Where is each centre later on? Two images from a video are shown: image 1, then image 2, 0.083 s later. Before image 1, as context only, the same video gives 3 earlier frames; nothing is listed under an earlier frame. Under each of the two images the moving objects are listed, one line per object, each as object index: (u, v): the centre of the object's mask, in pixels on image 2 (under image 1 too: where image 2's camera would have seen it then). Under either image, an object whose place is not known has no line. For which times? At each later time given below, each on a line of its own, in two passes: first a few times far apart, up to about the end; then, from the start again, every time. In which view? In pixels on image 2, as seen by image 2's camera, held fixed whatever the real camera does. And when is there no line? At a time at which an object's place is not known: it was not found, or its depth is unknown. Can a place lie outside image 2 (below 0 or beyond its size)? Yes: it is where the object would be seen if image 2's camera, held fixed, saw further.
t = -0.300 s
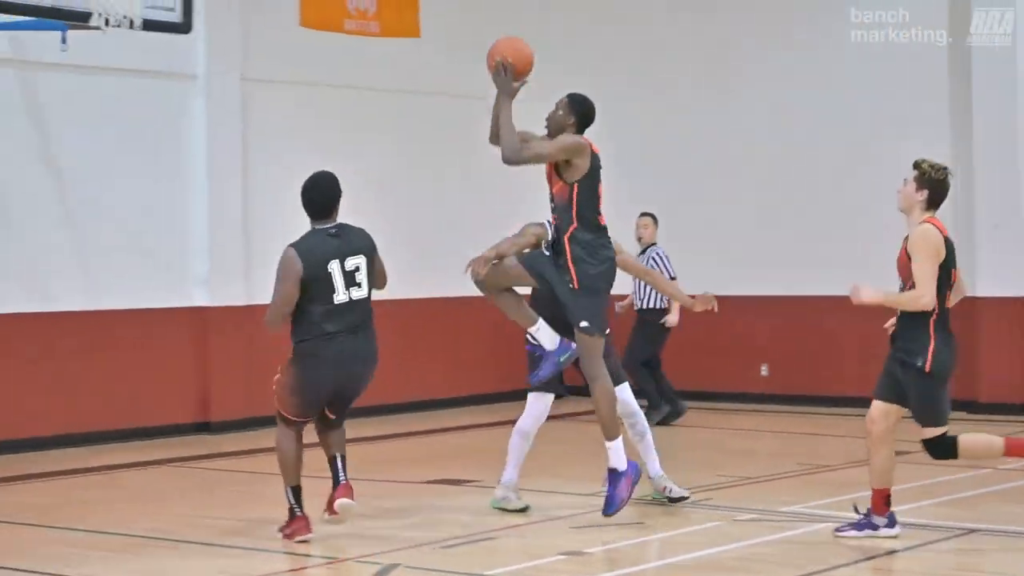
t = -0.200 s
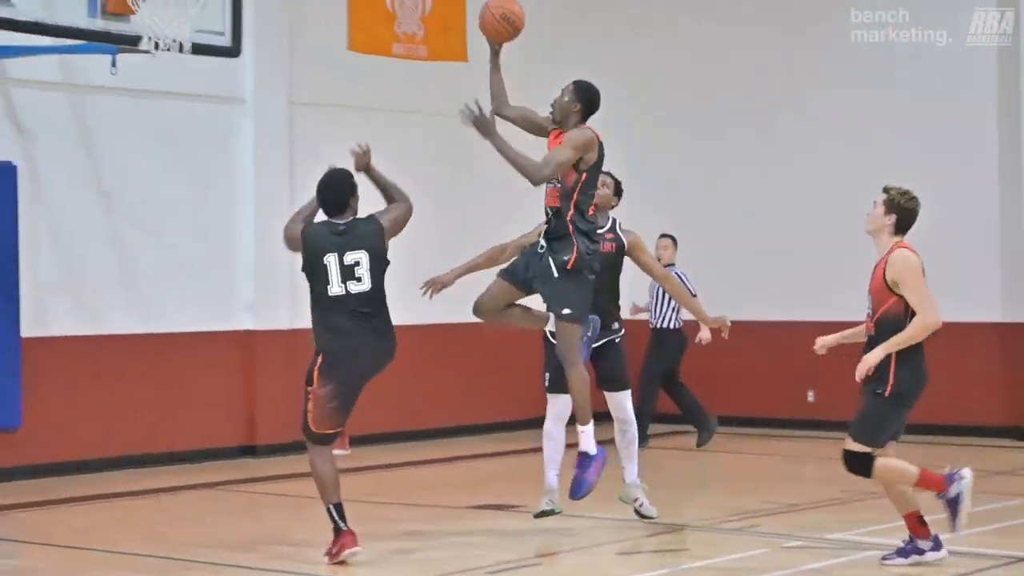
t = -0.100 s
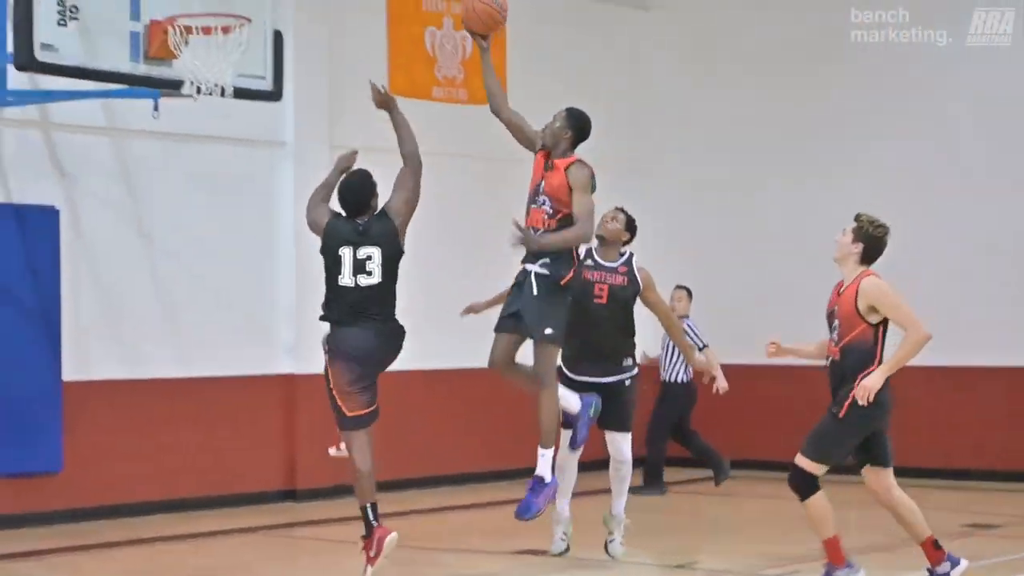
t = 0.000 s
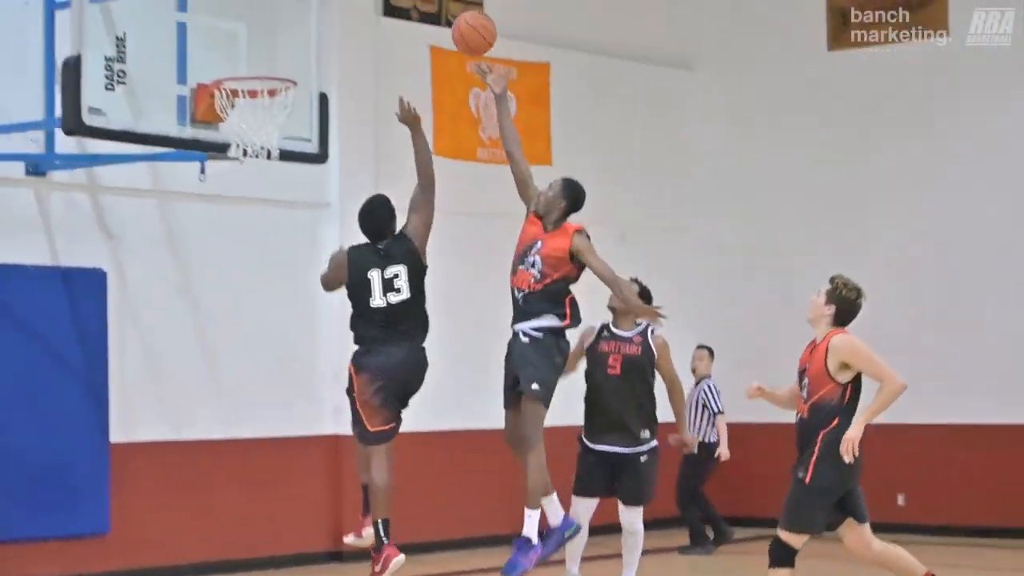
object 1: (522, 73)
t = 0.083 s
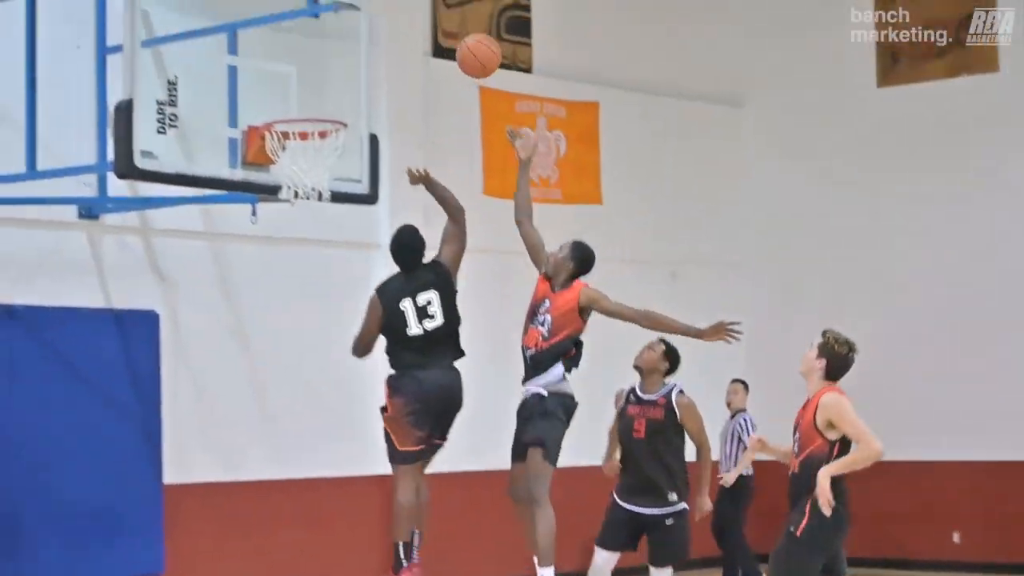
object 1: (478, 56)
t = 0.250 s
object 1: (394, 59)
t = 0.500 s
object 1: (286, 115)
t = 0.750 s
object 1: (321, 163)
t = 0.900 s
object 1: (325, 197)
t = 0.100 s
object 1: (470, 54)
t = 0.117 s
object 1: (461, 52)
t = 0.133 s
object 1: (453, 51)
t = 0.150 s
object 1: (444, 51)
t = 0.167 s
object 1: (436, 51)
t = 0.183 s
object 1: (427, 52)
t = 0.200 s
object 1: (419, 53)
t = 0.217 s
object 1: (411, 55)
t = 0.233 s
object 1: (402, 57)
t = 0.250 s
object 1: (394, 59)
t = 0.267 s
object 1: (386, 62)
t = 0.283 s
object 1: (378, 66)
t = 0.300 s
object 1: (369, 70)
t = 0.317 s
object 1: (361, 75)
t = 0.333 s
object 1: (353, 80)
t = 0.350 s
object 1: (345, 85)
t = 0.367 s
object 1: (336, 91)
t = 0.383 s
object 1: (329, 98)
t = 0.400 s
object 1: (322, 101)
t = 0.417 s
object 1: (316, 104)
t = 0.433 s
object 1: (310, 107)
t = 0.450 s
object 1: (304, 109)
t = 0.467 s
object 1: (299, 109)
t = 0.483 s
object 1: (293, 111)
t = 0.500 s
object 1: (286, 115)
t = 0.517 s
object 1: (281, 117)
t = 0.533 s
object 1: (291, 122)
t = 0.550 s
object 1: (292, 131)
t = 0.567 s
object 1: (300, 130)
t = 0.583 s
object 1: (297, 135)
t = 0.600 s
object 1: (301, 138)
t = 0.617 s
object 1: (304, 141)
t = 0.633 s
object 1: (309, 143)
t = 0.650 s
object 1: (311, 145)
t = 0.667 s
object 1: (312, 147)
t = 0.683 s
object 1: (313, 148)
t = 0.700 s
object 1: (315, 152)
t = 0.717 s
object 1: (317, 155)
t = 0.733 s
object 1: (320, 158)
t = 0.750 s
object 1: (321, 163)
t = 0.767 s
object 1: (323, 167)
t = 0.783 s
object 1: (323, 170)
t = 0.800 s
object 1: (324, 173)
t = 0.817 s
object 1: (324, 176)
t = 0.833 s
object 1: (324, 179)
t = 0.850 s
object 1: (324, 184)
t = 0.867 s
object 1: (324, 188)
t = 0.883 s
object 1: (325, 192)
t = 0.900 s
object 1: (325, 197)
